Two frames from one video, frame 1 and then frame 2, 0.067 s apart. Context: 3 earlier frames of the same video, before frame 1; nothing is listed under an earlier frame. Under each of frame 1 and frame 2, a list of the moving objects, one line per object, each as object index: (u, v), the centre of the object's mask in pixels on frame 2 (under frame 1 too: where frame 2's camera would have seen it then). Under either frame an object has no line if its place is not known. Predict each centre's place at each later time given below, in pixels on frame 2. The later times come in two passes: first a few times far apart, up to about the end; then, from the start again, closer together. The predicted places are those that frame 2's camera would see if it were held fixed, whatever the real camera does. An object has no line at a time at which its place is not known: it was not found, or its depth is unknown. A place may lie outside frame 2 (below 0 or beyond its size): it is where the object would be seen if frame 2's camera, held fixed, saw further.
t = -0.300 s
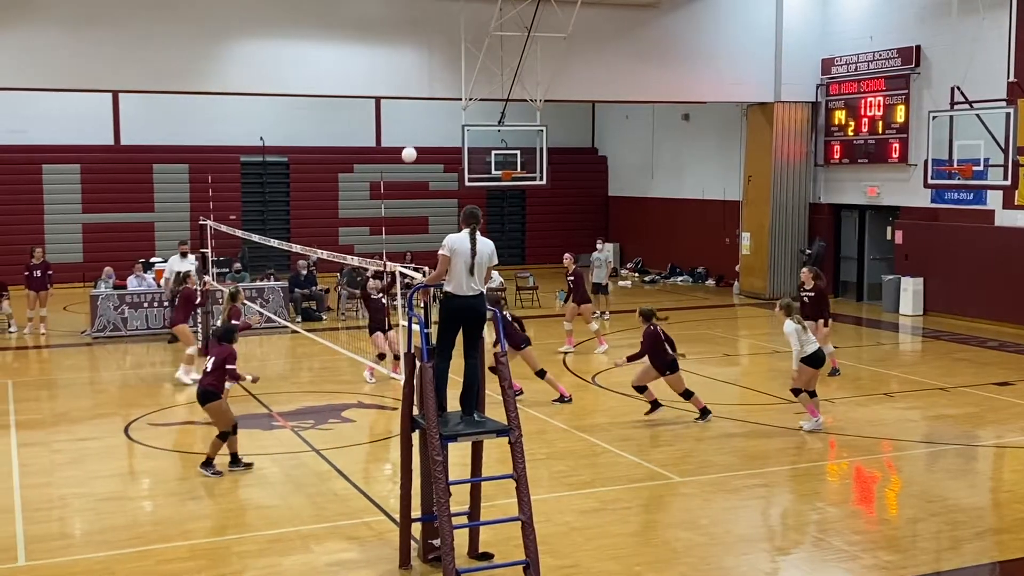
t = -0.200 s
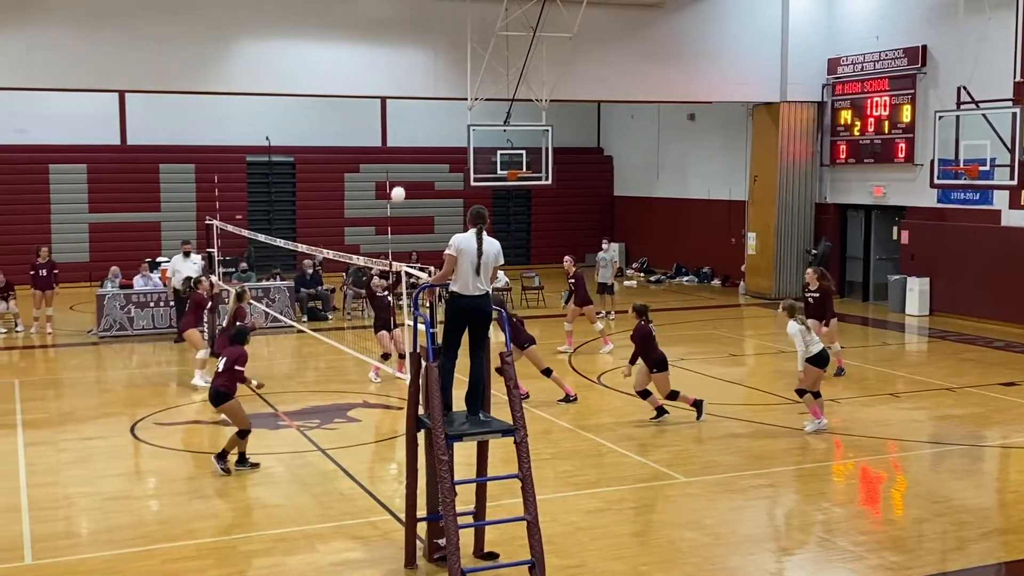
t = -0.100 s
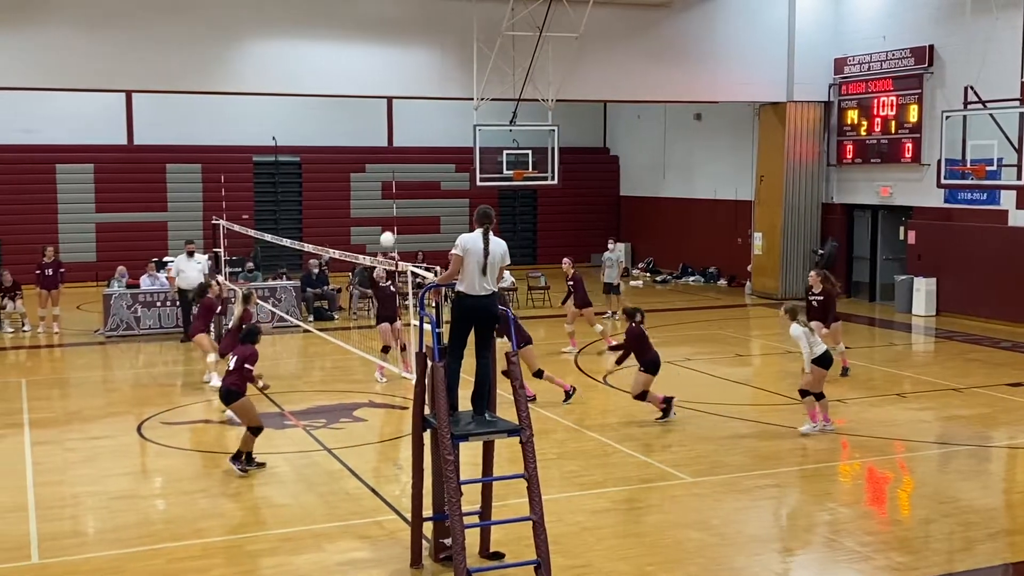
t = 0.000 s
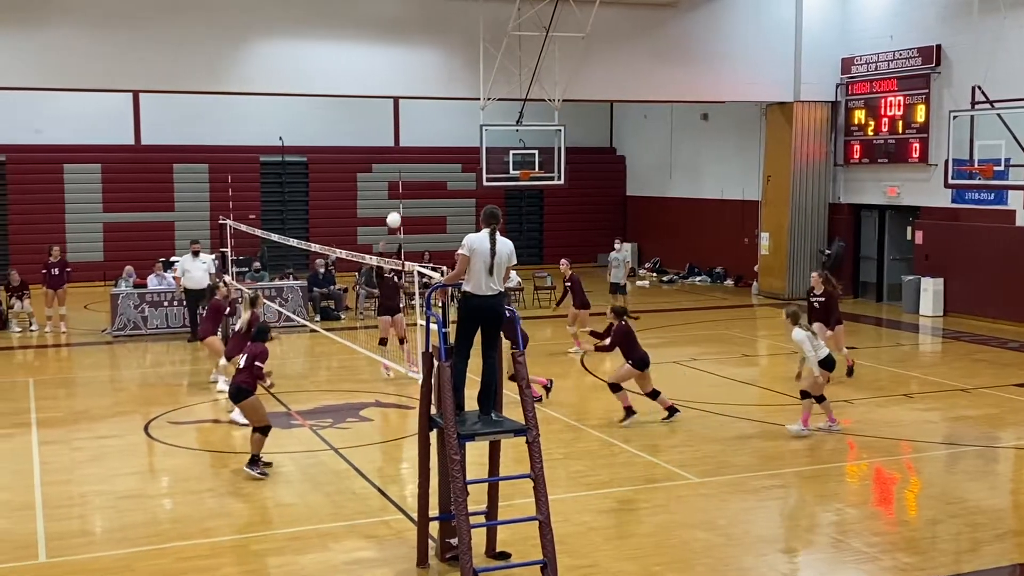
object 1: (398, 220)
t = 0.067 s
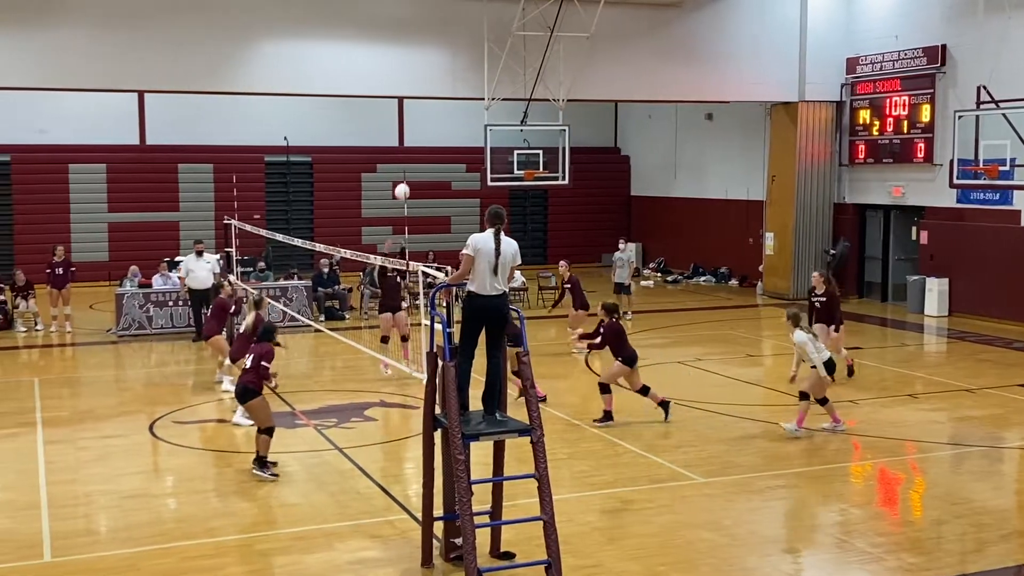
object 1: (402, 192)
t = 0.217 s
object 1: (412, 137)
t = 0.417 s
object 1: (424, 87)
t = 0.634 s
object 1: (438, 63)
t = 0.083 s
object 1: (403, 185)
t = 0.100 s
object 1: (404, 178)
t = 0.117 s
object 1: (405, 172)
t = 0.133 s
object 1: (406, 165)
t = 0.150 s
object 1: (408, 160)
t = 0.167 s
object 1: (409, 154)
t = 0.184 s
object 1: (410, 148)
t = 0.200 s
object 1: (411, 143)
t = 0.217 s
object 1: (412, 137)
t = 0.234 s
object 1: (412, 130)
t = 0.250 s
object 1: (414, 127)
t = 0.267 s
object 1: (415, 122)
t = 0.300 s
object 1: (418, 113)
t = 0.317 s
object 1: (419, 109)
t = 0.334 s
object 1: (418, 105)
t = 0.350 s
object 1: (419, 101)
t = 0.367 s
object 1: (421, 97)
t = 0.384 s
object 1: (422, 94)
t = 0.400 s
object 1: (423, 90)
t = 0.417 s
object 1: (424, 87)
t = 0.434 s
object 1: (425, 84)
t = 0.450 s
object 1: (426, 81)
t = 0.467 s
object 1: (426, 79)
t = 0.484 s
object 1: (427, 76)
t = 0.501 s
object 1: (429, 74)
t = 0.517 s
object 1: (430, 72)
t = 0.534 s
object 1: (431, 69)
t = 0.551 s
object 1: (432, 69)
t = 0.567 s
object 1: (433, 67)
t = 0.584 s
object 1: (435, 66)
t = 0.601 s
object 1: (436, 65)
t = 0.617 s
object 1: (437, 64)
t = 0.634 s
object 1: (438, 63)
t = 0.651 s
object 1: (439, 63)
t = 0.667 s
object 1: (440, 63)
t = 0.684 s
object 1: (441, 63)
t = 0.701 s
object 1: (443, 63)
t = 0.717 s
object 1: (443, 63)
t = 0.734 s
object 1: (445, 64)
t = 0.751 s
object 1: (446, 65)
